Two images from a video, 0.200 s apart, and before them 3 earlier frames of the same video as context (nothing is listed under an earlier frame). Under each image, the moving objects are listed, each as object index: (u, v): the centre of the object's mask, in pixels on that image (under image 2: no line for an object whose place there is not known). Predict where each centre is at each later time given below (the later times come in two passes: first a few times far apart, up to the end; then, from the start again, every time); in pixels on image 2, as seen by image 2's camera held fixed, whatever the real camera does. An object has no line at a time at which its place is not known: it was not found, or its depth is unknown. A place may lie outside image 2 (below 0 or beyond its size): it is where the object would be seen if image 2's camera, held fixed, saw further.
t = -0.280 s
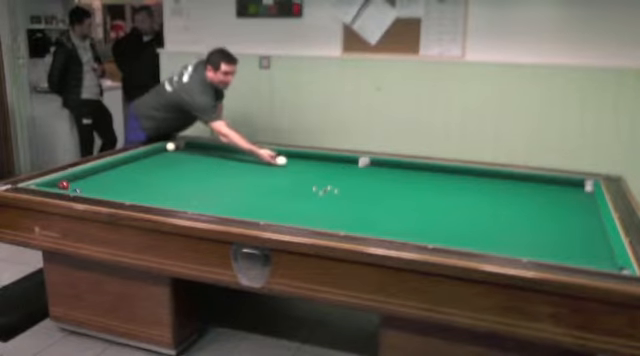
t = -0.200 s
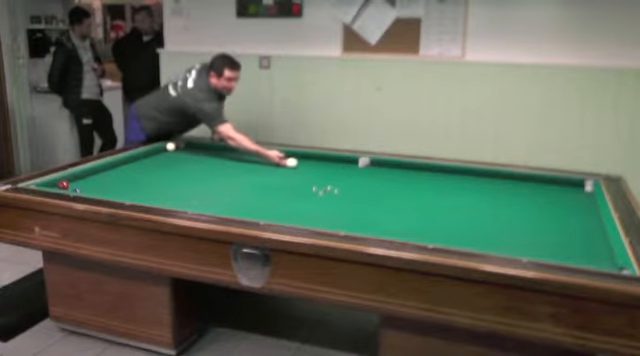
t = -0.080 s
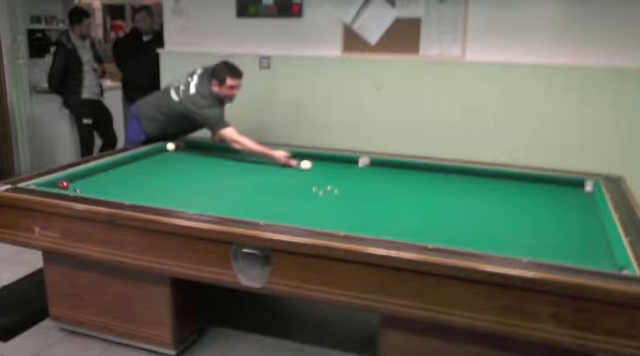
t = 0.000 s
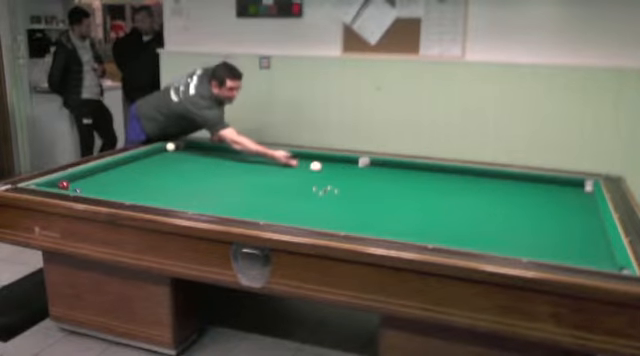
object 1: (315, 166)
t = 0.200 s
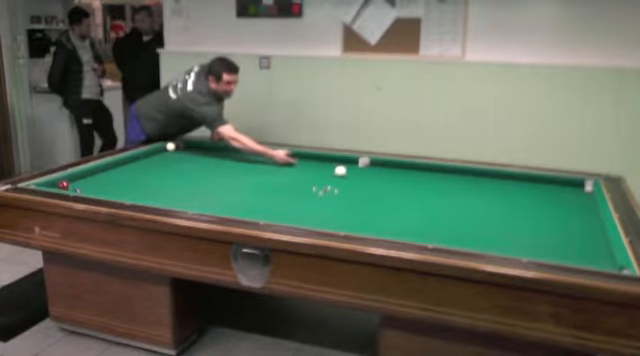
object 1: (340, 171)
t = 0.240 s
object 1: (345, 172)
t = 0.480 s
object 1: (377, 177)
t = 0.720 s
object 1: (410, 183)
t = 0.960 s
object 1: (445, 189)
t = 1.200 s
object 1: (481, 196)
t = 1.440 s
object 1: (517, 203)
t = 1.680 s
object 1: (556, 210)
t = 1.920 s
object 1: (595, 218)
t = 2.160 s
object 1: (570, 217)
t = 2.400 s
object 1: (547, 215)
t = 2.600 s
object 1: (528, 214)
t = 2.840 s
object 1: (506, 213)
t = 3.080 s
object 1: (483, 212)
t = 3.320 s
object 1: (462, 211)
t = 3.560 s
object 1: (441, 210)
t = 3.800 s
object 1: (420, 210)
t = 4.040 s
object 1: (400, 209)
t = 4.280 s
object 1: (380, 208)
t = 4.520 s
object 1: (361, 207)
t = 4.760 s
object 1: (342, 206)
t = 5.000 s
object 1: (324, 205)
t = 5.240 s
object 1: (306, 205)
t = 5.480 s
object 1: (290, 203)
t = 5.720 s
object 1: (273, 203)
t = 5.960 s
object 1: (258, 202)
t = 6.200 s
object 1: (244, 201)
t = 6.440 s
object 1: (230, 200)
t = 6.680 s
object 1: (217, 199)
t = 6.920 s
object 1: (204, 199)
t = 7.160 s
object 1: (192, 198)
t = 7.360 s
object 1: (183, 197)
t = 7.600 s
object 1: (172, 197)
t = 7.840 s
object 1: (163, 196)
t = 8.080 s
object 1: (153, 196)
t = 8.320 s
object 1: (144, 194)
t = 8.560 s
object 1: (137, 194)
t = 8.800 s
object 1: (129, 193)
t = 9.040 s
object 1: (122, 193)
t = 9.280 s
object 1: (116, 193)
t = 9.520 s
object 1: (110, 192)
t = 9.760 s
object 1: (104, 192)
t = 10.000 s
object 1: (99, 192)
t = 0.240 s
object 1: (345, 172)
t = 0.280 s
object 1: (351, 173)
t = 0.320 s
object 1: (355, 173)
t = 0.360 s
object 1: (361, 174)
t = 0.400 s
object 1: (366, 175)
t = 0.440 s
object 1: (371, 176)
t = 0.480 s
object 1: (377, 177)
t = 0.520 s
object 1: (382, 178)
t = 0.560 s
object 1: (388, 179)
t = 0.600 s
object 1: (393, 180)
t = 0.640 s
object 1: (399, 181)
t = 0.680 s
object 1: (404, 182)
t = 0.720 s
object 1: (410, 183)
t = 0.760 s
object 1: (416, 184)
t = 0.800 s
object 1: (421, 185)
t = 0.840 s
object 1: (427, 186)
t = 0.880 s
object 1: (433, 187)
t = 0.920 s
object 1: (439, 188)
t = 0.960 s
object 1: (445, 189)
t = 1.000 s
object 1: (450, 190)
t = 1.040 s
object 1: (456, 191)
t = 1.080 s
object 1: (462, 192)
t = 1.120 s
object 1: (468, 194)
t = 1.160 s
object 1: (474, 195)
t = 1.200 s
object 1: (481, 196)
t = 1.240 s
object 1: (487, 197)
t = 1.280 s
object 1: (493, 198)
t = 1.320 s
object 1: (499, 199)
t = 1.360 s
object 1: (505, 200)
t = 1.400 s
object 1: (511, 202)
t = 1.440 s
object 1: (517, 203)
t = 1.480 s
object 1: (524, 204)
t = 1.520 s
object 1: (530, 205)
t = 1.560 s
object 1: (536, 206)
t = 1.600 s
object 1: (543, 208)
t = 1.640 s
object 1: (550, 209)
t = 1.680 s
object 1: (556, 210)
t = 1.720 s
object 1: (562, 212)
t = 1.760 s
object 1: (570, 213)
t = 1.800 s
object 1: (576, 214)
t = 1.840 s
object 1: (583, 215)
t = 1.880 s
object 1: (589, 217)
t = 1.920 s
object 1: (595, 218)
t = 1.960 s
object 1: (590, 218)
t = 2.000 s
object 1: (586, 218)
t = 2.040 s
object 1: (581, 217)
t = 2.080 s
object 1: (578, 217)
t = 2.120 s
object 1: (573, 217)
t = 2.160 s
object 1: (570, 217)
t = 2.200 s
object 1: (566, 216)
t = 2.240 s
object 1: (562, 216)
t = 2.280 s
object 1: (558, 216)
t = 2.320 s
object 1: (554, 216)
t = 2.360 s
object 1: (551, 216)
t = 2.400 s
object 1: (547, 215)
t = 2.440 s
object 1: (543, 215)
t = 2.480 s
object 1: (539, 215)
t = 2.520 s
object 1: (535, 215)
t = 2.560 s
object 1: (532, 215)
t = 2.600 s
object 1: (528, 214)
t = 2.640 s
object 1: (524, 214)
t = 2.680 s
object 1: (520, 214)
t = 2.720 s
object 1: (517, 214)
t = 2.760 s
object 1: (513, 214)
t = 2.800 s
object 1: (509, 214)
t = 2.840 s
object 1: (506, 213)
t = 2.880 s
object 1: (502, 213)
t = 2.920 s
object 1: (498, 213)
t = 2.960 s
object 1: (495, 213)
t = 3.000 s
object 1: (491, 213)
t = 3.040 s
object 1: (487, 213)
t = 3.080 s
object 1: (483, 212)
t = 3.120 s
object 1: (480, 212)
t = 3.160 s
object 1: (476, 212)
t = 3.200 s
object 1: (473, 212)
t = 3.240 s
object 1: (469, 212)
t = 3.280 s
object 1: (465, 211)
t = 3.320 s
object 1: (462, 211)
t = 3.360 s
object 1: (458, 211)
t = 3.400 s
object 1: (455, 211)
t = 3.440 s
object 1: (451, 211)
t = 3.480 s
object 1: (448, 211)
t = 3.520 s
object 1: (444, 210)
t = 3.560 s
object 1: (441, 210)
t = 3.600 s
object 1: (437, 210)
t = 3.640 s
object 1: (434, 210)
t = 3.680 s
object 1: (430, 210)
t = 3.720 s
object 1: (427, 210)
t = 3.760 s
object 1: (423, 210)
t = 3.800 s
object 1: (420, 210)
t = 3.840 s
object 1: (416, 210)
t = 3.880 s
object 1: (413, 209)
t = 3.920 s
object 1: (410, 209)
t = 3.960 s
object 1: (406, 209)
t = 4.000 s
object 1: (403, 209)
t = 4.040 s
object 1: (400, 209)
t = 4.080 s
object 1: (396, 209)
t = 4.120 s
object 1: (393, 209)
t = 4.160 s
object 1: (389, 208)
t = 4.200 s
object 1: (386, 208)
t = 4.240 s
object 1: (383, 208)
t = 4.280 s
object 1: (380, 208)
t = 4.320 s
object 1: (376, 208)
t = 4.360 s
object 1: (373, 207)
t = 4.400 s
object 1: (370, 208)
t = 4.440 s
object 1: (367, 207)
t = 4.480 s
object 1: (364, 207)
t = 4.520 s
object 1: (361, 207)
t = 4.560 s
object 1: (357, 207)
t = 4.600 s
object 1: (354, 207)
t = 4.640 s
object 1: (351, 207)
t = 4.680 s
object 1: (348, 207)
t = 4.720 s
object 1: (345, 206)
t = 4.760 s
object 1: (342, 206)
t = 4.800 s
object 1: (339, 206)
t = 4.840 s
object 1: (335, 206)
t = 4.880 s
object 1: (333, 206)
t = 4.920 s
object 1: (330, 206)
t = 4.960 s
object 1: (327, 206)
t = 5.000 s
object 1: (324, 205)
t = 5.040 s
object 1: (321, 206)
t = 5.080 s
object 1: (318, 206)
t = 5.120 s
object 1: (315, 205)
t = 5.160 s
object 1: (312, 205)
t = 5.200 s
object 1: (309, 205)
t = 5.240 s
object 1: (306, 205)
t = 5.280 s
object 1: (304, 204)
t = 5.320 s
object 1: (301, 205)
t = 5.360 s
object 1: (298, 204)
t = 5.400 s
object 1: (295, 204)
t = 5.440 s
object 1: (292, 204)
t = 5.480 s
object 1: (290, 203)
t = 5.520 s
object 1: (287, 203)
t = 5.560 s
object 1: (284, 203)
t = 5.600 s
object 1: (281, 203)
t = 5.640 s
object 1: (279, 203)
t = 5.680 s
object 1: (276, 203)
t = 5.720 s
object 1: (273, 203)
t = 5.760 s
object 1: (271, 203)
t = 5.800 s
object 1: (268, 202)
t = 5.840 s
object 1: (266, 202)
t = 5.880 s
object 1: (263, 202)
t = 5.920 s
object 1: (261, 202)
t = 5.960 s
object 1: (258, 202)
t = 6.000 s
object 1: (256, 202)
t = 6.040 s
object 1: (253, 202)
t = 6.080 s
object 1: (251, 201)
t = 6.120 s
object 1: (248, 201)
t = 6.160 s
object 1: (246, 201)
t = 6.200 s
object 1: (244, 201)
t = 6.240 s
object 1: (241, 201)
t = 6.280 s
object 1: (239, 201)
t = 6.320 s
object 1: (237, 201)
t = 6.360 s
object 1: (234, 201)
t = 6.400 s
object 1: (233, 200)
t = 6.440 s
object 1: (230, 200)
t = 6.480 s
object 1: (227, 200)
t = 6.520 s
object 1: (225, 200)
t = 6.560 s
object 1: (223, 200)
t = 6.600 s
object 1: (221, 200)
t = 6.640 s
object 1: (219, 200)
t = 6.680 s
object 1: (217, 199)
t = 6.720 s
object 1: (215, 199)
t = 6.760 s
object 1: (212, 199)
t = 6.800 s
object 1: (210, 199)
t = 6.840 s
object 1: (208, 199)
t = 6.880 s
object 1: (206, 199)
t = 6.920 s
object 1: (204, 199)
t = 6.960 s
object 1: (202, 199)
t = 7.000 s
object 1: (200, 199)
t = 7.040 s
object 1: (198, 199)
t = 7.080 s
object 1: (196, 199)
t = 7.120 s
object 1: (194, 199)
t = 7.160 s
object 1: (192, 198)
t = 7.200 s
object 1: (190, 198)
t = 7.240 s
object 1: (188, 198)
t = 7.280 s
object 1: (186, 198)
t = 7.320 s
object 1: (184, 198)
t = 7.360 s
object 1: (183, 197)
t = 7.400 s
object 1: (181, 198)
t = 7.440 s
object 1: (179, 198)
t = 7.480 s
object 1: (177, 198)
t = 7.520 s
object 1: (176, 197)
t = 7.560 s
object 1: (174, 197)
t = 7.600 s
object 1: (172, 197)
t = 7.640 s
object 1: (171, 197)
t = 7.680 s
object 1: (169, 196)
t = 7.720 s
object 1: (167, 196)
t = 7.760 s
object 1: (166, 196)
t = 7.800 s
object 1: (164, 196)
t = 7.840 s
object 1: (163, 196)
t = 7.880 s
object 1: (161, 196)
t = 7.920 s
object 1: (159, 196)
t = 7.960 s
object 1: (158, 196)
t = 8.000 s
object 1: (156, 196)
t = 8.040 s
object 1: (155, 196)
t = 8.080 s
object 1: (153, 196)
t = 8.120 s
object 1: (152, 196)
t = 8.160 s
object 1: (150, 195)
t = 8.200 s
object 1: (149, 195)
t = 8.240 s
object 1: (148, 195)
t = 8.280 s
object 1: (146, 194)
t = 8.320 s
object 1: (144, 194)
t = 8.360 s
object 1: (143, 194)
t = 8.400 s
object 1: (142, 194)
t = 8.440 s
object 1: (141, 194)
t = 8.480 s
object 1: (139, 194)
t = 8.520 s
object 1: (138, 194)
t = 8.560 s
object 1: (137, 194)
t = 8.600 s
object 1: (135, 194)
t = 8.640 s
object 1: (134, 193)
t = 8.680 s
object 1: (132, 193)
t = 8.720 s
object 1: (131, 193)
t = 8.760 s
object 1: (130, 194)
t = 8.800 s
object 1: (129, 193)
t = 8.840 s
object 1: (128, 193)
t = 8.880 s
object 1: (127, 193)
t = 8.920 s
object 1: (125, 193)
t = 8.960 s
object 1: (124, 193)
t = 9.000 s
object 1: (123, 193)
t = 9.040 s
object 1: (122, 193)
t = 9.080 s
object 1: (121, 193)
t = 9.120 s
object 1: (120, 193)
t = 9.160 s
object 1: (118, 193)
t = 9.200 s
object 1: (117, 193)
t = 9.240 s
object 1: (116, 193)
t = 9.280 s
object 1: (116, 193)
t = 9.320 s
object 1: (114, 193)
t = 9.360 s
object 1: (113, 193)
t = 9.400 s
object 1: (113, 193)
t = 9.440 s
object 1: (112, 193)
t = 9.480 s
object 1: (111, 193)
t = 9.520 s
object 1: (110, 192)
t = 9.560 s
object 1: (109, 192)
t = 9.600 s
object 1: (108, 192)
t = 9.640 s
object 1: (107, 192)
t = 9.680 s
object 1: (106, 192)
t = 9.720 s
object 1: (105, 192)
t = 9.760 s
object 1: (104, 192)
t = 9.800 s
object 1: (103, 192)
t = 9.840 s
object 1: (102, 192)
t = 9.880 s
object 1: (101, 192)
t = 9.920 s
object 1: (101, 192)
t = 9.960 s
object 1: (100, 192)
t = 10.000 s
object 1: (99, 192)
